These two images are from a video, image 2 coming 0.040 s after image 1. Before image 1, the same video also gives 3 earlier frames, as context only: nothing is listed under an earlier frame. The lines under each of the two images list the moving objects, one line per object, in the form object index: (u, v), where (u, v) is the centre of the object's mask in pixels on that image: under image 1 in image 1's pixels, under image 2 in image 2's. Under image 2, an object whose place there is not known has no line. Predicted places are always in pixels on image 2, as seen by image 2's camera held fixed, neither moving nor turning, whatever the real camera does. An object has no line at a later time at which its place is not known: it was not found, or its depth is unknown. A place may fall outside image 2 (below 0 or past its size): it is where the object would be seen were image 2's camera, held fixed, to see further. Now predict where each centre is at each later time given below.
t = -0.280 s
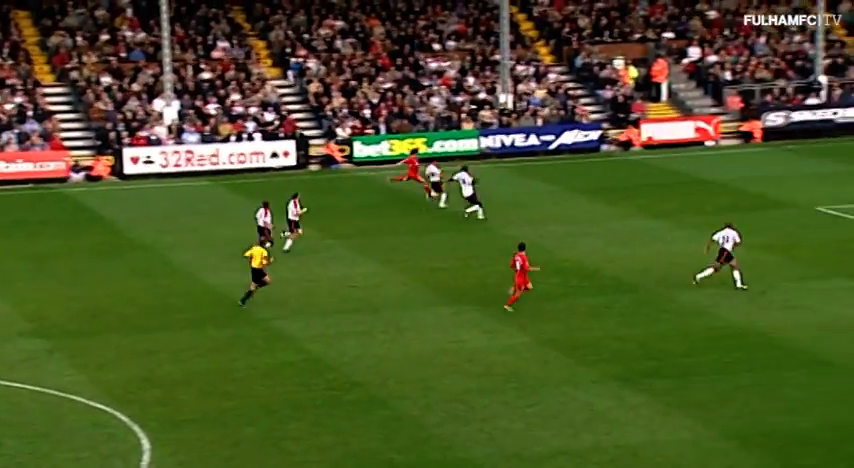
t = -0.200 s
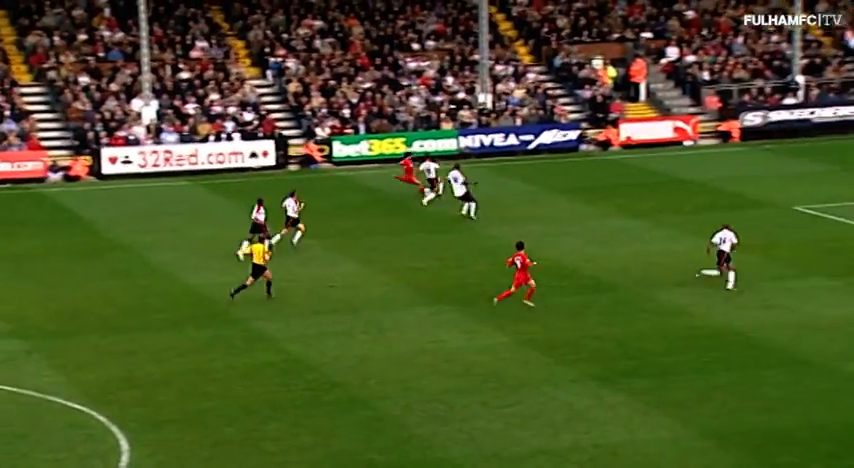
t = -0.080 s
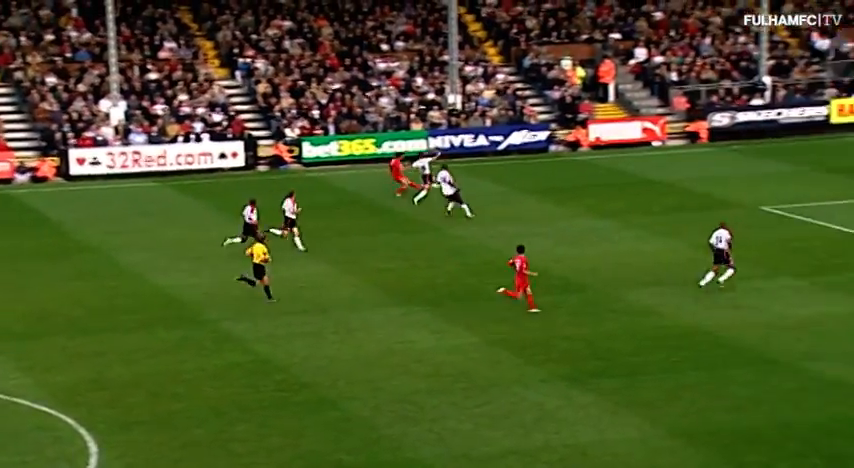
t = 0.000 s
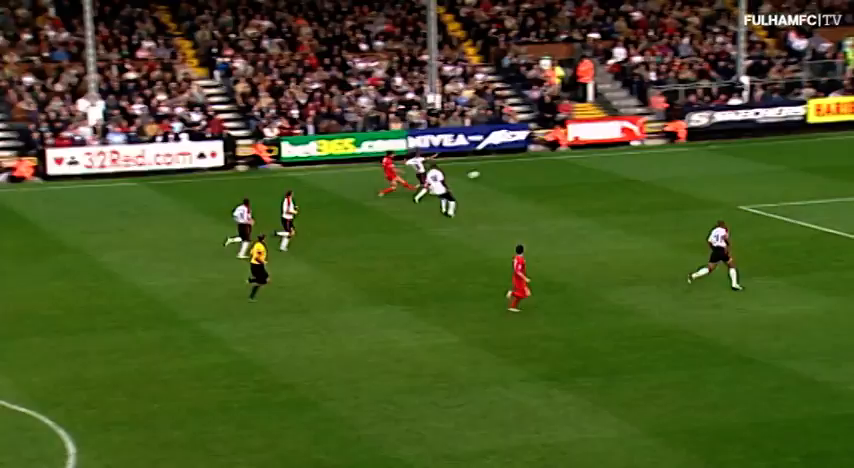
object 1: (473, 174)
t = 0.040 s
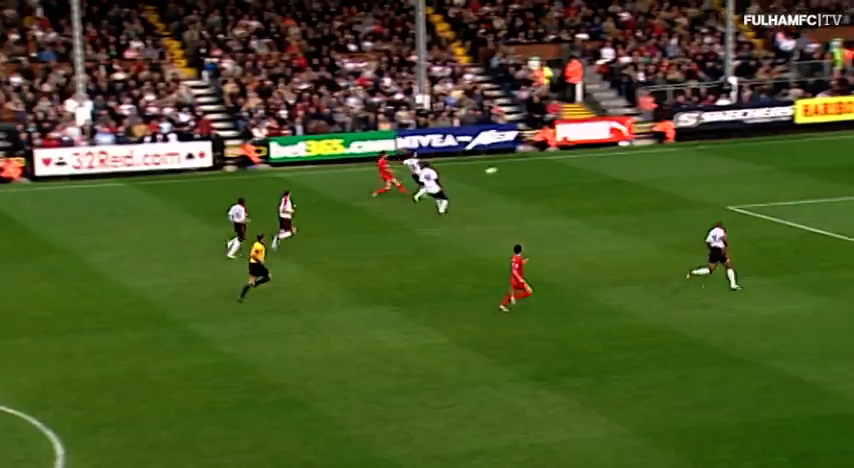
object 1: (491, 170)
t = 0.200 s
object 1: (603, 158)
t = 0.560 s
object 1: (854, 161)
